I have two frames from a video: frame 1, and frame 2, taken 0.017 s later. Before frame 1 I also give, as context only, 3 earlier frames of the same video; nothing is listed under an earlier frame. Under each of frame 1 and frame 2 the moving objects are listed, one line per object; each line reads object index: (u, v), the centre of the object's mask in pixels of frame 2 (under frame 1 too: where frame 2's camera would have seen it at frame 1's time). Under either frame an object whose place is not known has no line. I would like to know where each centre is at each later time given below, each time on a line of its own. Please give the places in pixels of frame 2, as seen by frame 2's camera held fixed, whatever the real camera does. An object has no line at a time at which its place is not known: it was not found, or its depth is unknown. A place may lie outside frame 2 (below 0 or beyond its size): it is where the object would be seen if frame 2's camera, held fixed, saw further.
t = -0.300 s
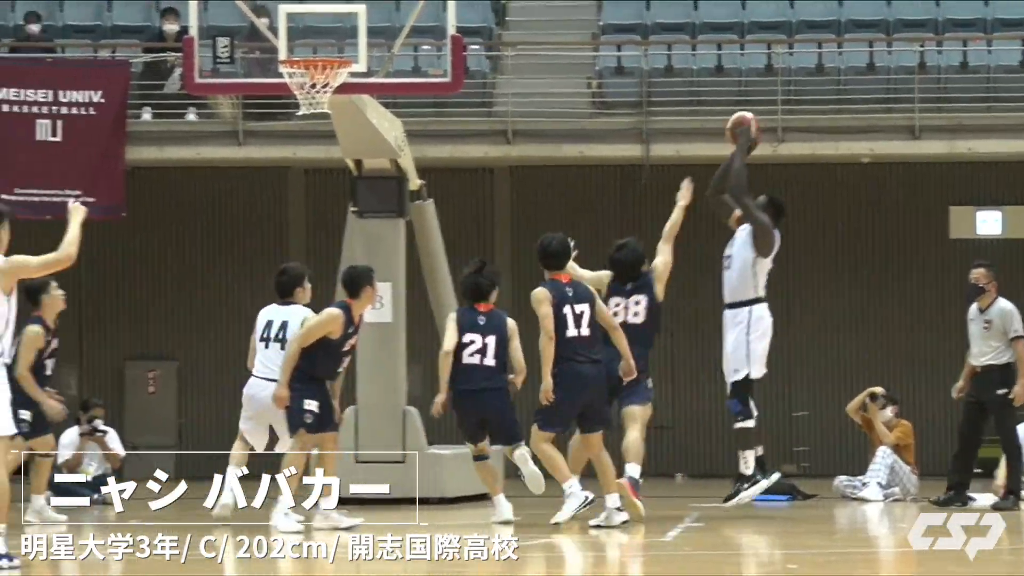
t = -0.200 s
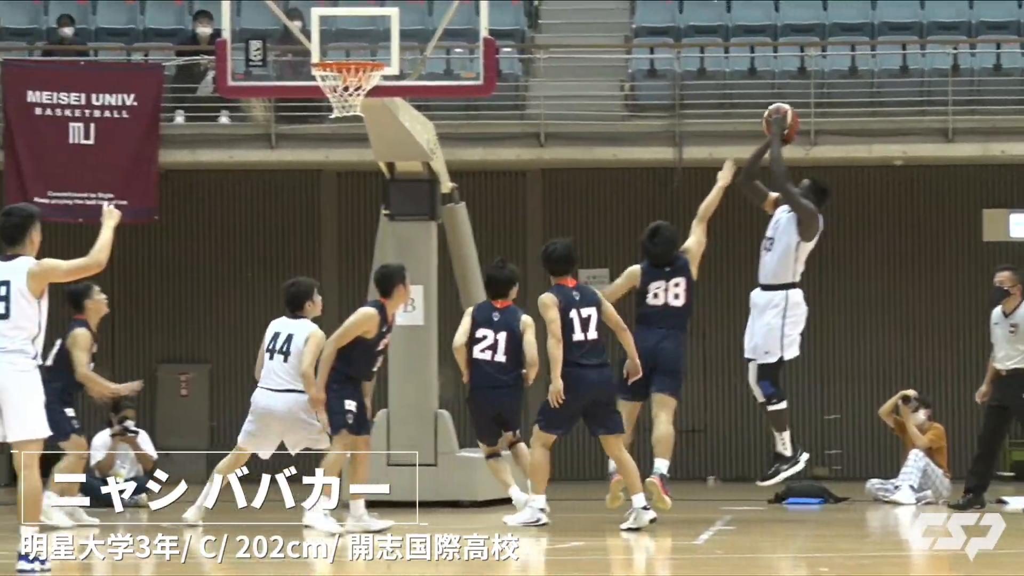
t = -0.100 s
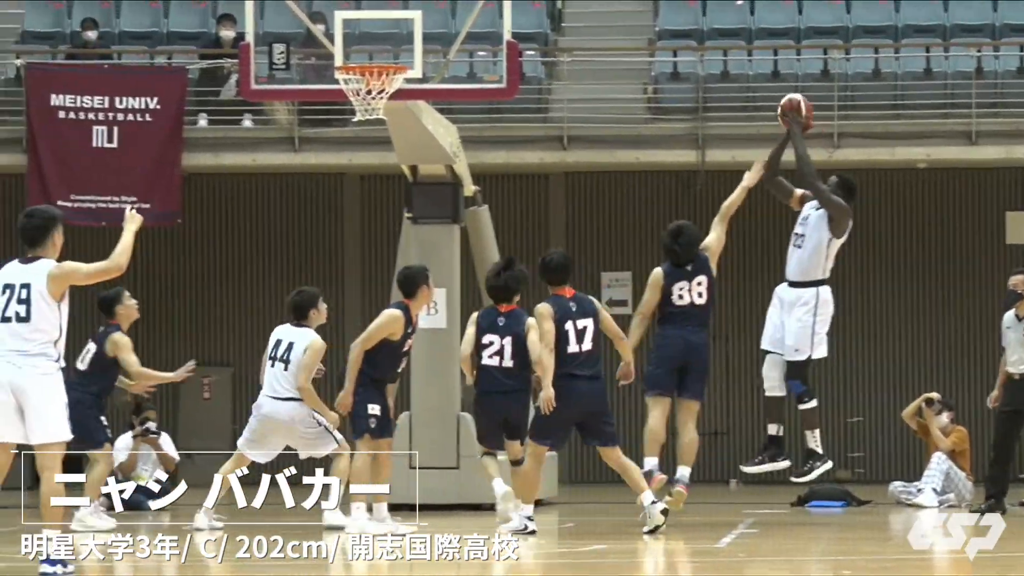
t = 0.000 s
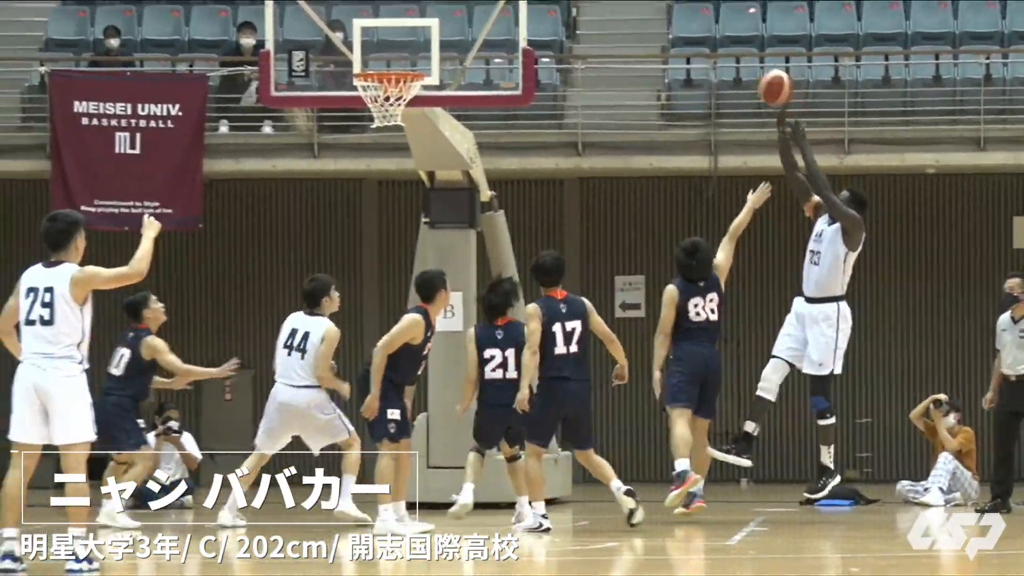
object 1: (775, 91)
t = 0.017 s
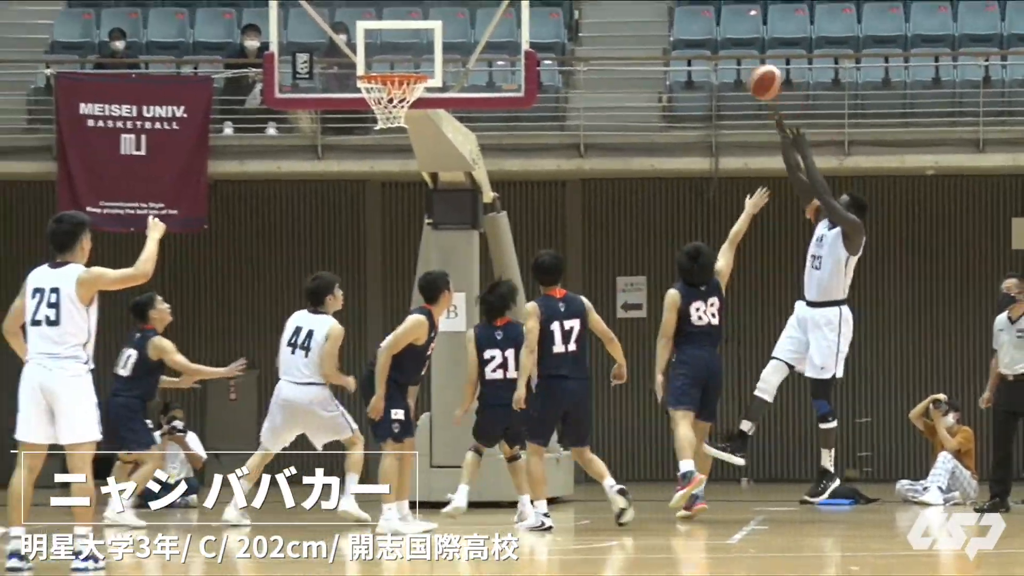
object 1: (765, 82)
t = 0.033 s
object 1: (755, 74)
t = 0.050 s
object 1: (746, 68)
